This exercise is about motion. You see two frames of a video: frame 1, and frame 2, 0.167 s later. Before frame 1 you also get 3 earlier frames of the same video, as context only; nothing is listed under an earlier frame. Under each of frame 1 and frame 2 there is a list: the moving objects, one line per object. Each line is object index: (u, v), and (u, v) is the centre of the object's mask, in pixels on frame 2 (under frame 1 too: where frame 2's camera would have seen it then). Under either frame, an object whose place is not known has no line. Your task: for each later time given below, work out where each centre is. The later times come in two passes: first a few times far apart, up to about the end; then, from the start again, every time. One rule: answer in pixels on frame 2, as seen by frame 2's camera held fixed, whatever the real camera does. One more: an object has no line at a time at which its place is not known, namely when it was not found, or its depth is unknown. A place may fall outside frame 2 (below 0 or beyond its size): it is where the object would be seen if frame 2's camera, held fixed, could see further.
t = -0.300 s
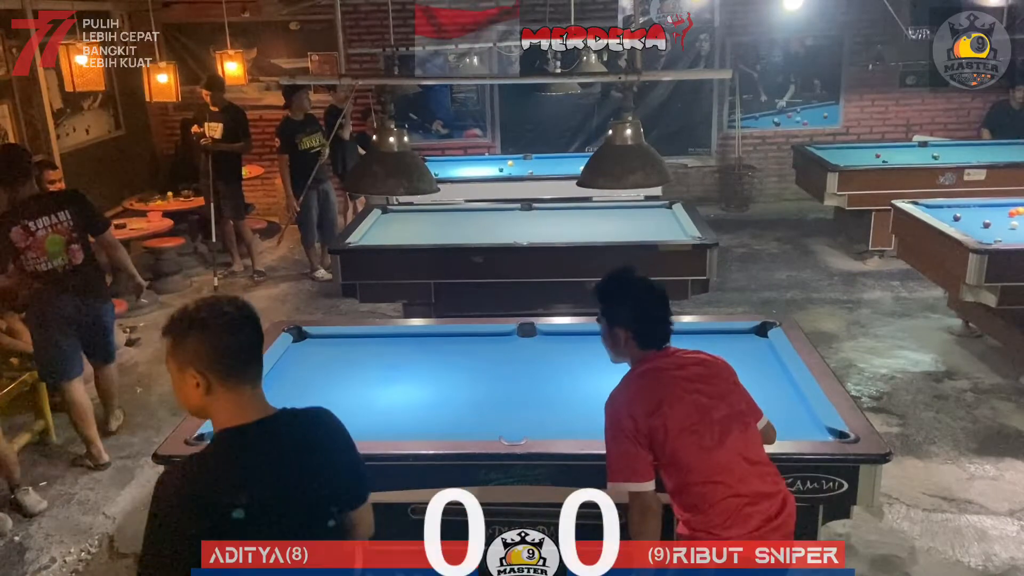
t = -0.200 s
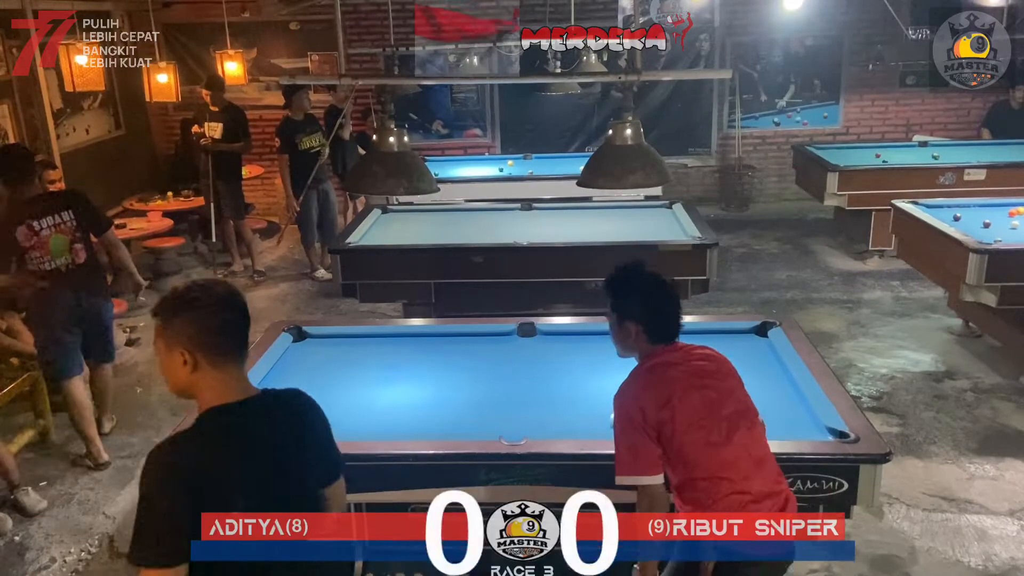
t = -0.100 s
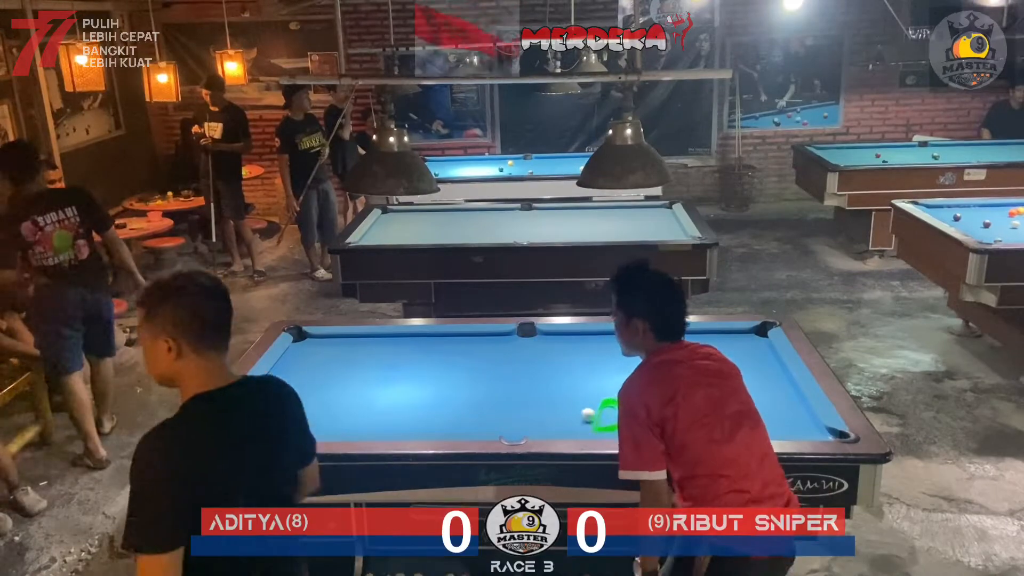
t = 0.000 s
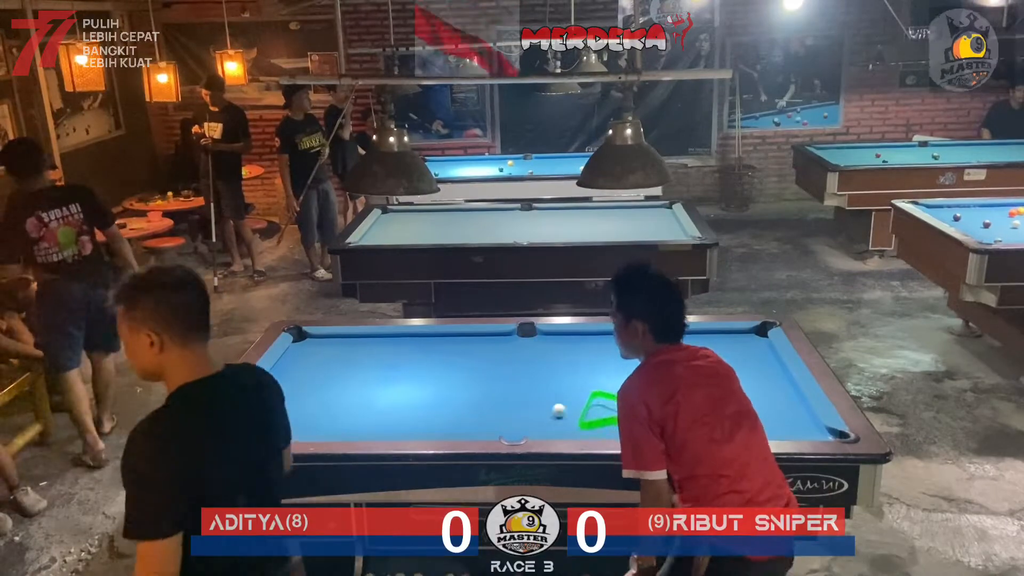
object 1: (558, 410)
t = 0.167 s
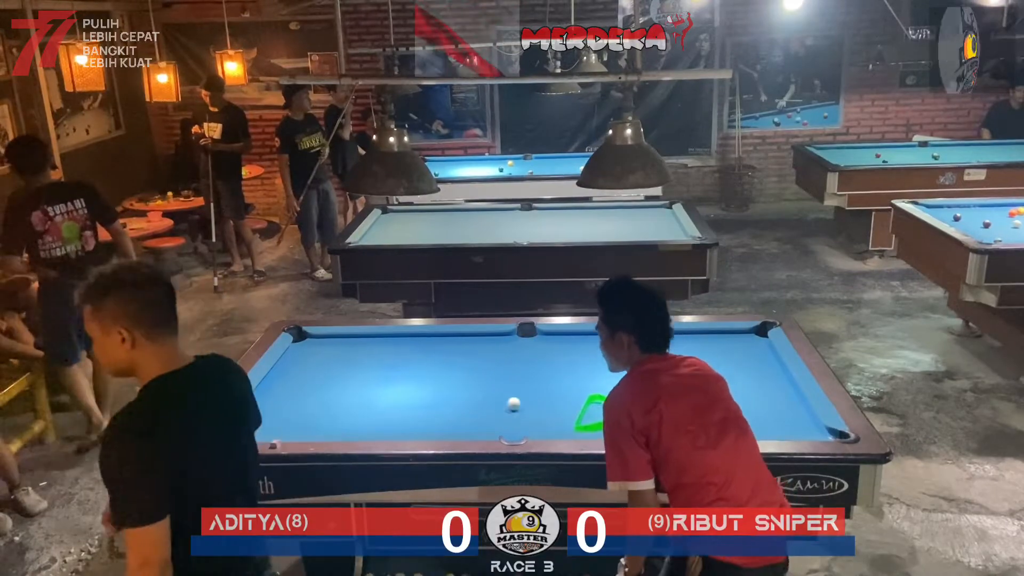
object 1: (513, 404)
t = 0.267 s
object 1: (488, 400)
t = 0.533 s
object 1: (426, 391)
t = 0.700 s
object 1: (389, 385)
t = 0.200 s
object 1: (505, 403)
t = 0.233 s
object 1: (496, 401)
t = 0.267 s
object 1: (488, 400)
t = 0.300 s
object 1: (480, 399)
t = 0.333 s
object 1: (472, 398)
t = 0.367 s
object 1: (463, 396)
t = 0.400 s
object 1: (456, 395)
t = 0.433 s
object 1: (448, 394)
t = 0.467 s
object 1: (440, 393)
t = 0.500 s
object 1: (433, 392)
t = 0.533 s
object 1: (426, 391)
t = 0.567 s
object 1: (418, 389)
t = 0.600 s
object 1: (411, 388)
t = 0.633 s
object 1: (403, 387)
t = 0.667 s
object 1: (396, 386)
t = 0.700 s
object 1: (389, 385)
